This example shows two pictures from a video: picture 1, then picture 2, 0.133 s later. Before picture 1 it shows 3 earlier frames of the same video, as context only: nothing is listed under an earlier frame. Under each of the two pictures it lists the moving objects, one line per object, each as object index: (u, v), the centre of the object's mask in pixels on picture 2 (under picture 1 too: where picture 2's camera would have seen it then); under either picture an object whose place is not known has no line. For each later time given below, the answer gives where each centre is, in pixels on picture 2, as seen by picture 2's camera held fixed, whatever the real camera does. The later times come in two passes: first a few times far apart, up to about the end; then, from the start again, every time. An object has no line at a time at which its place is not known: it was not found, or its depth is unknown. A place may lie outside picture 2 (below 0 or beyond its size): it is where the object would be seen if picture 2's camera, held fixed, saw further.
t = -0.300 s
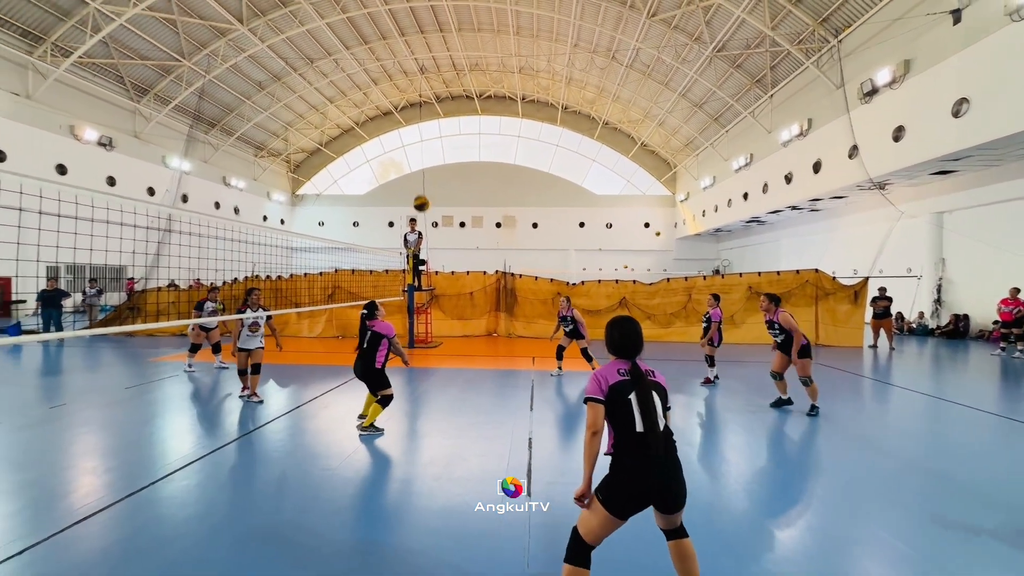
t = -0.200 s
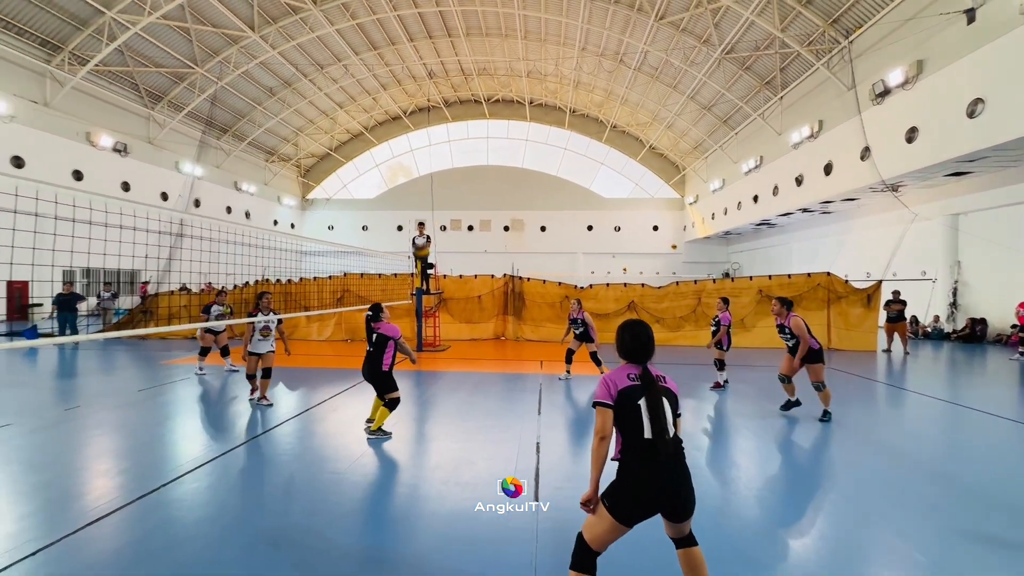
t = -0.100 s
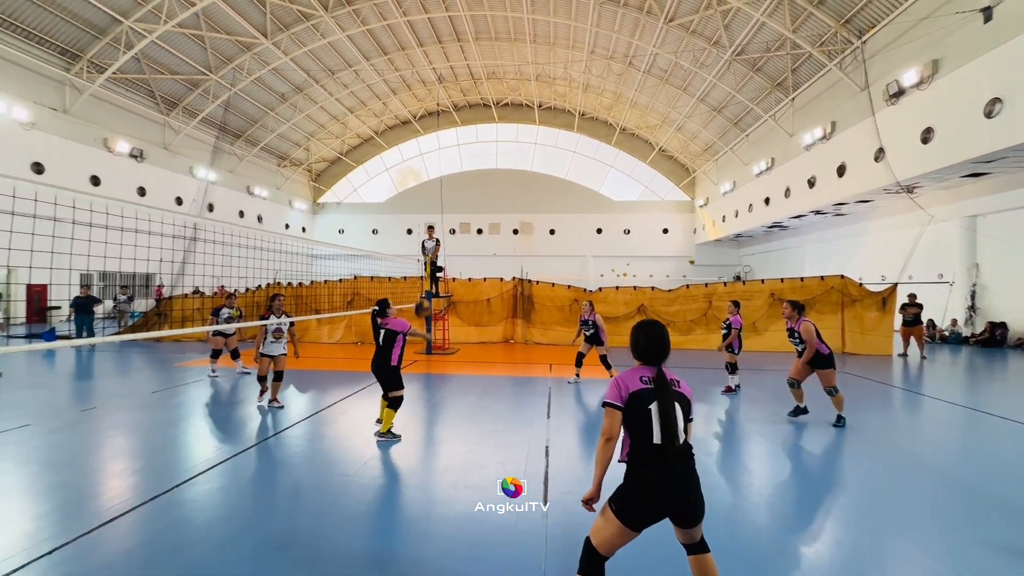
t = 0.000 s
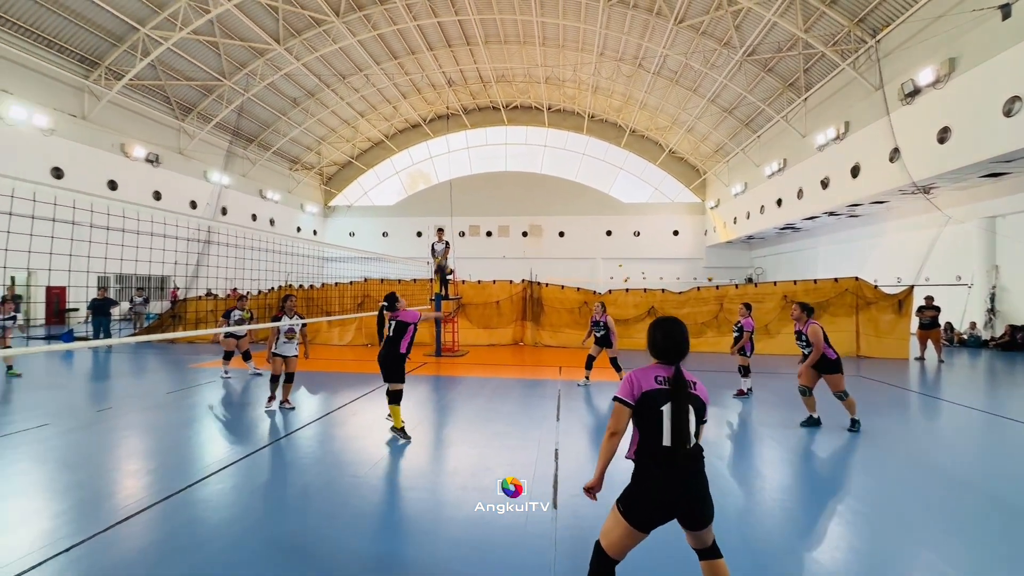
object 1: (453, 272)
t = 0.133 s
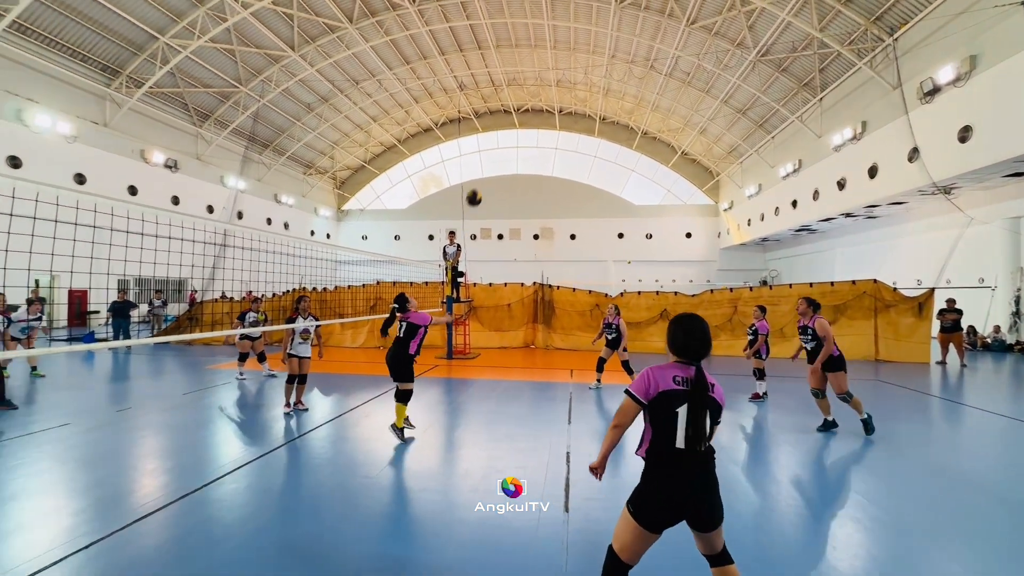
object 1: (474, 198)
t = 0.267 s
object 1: (492, 138)
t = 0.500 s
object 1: (521, 72)
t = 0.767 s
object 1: (551, 50)
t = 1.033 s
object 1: (581, 82)
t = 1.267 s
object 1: (605, 151)
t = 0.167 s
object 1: (478, 183)
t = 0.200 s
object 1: (483, 166)
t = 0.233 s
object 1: (487, 152)
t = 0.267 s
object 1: (492, 138)
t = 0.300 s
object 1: (496, 126)
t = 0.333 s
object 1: (501, 115)
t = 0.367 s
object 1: (504, 104)
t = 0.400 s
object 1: (509, 96)
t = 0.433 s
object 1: (513, 87)
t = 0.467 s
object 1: (517, 79)
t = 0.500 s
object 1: (521, 72)
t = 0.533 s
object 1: (525, 67)
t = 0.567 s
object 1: (529, 62)
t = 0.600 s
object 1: (533, 57)
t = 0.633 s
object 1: (536, 54)
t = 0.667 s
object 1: (540, 52)
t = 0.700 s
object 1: (544, 50)
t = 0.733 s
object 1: (548, 50)
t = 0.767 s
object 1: (551, 50)
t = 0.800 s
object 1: (555, 51)
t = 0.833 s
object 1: (559, 53)
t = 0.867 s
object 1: (562, 55)
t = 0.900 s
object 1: (566, 59)
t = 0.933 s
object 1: (569, 64)
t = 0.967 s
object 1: (573, 69)
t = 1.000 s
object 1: (577, 75)
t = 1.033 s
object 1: (581, 82)
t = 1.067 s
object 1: (584, 90)
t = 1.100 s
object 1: (588, 98)
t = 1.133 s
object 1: (591, 107)
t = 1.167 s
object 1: (595, 118)
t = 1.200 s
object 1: (598, 129)
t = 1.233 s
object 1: (601, 140)
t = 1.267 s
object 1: (605, 151)
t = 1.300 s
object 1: (608, 164)
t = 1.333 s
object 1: (611, 177)
